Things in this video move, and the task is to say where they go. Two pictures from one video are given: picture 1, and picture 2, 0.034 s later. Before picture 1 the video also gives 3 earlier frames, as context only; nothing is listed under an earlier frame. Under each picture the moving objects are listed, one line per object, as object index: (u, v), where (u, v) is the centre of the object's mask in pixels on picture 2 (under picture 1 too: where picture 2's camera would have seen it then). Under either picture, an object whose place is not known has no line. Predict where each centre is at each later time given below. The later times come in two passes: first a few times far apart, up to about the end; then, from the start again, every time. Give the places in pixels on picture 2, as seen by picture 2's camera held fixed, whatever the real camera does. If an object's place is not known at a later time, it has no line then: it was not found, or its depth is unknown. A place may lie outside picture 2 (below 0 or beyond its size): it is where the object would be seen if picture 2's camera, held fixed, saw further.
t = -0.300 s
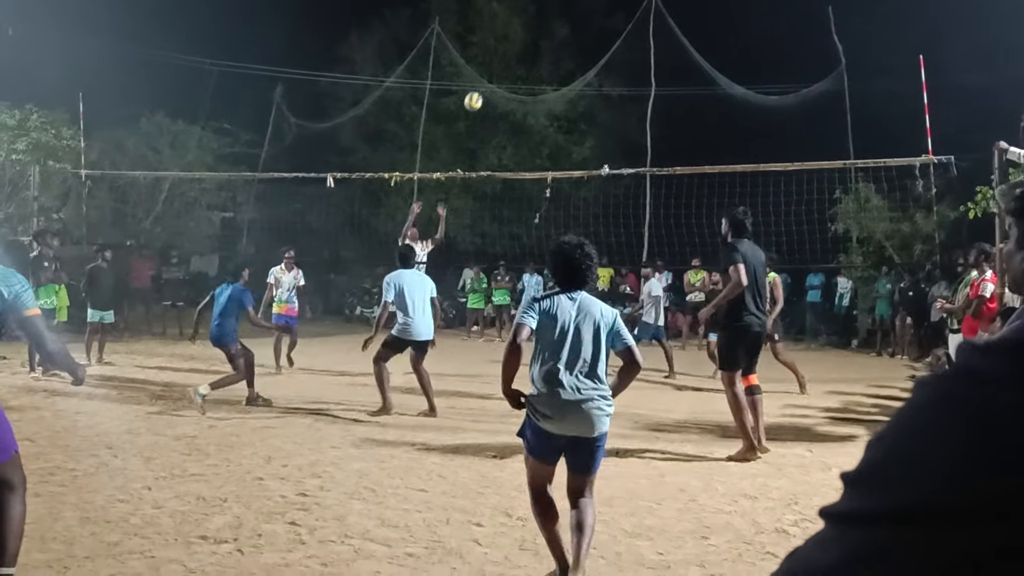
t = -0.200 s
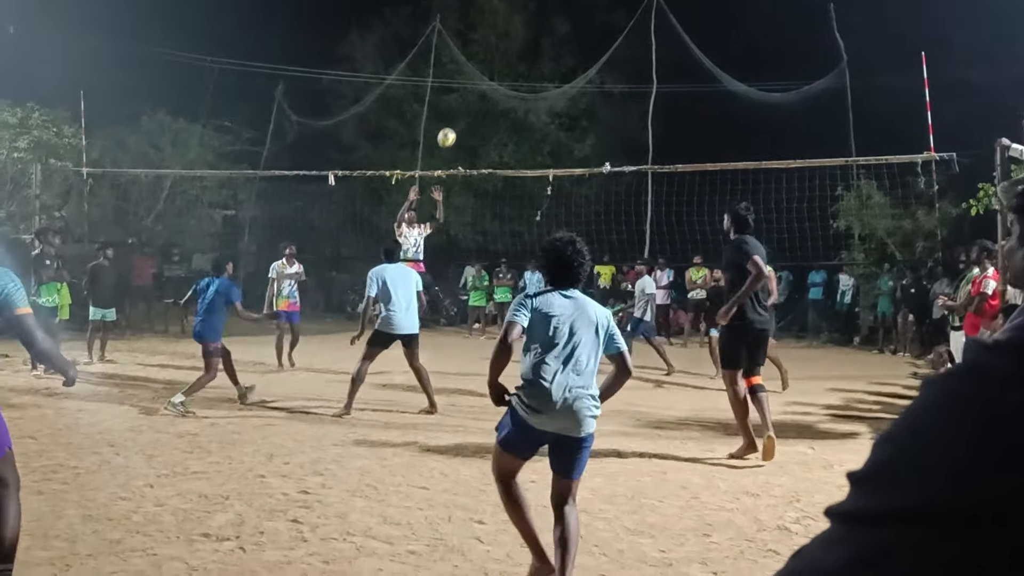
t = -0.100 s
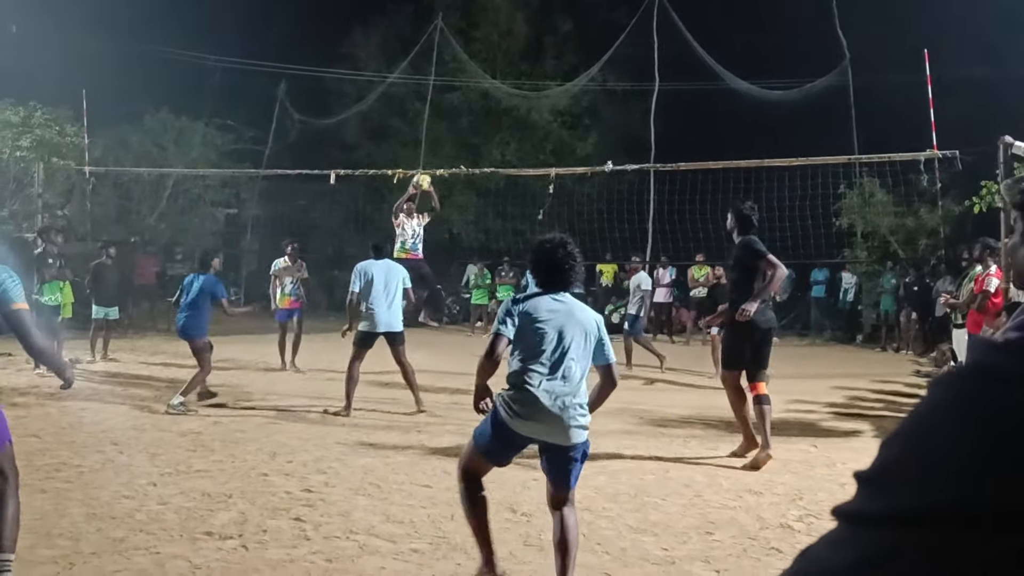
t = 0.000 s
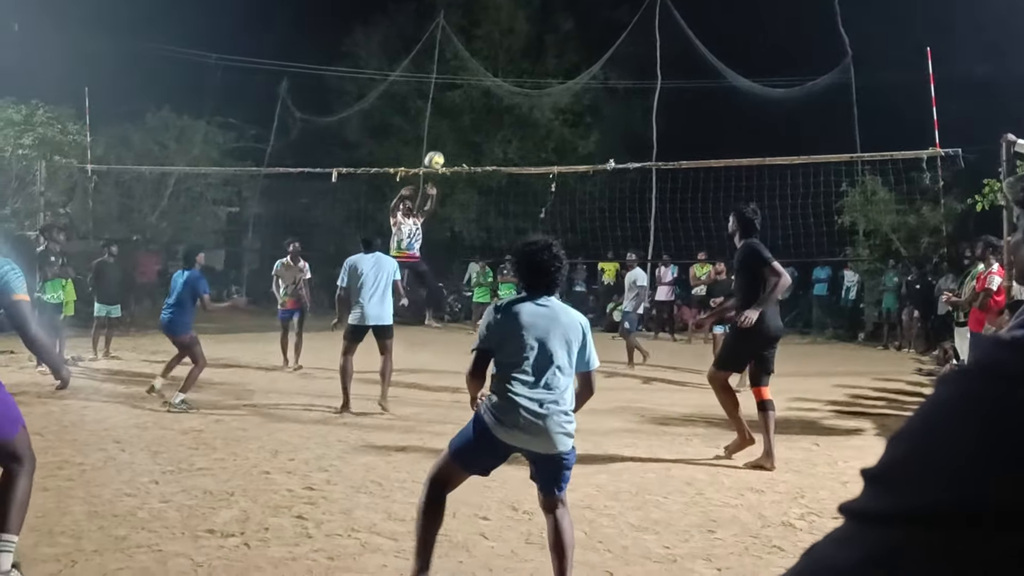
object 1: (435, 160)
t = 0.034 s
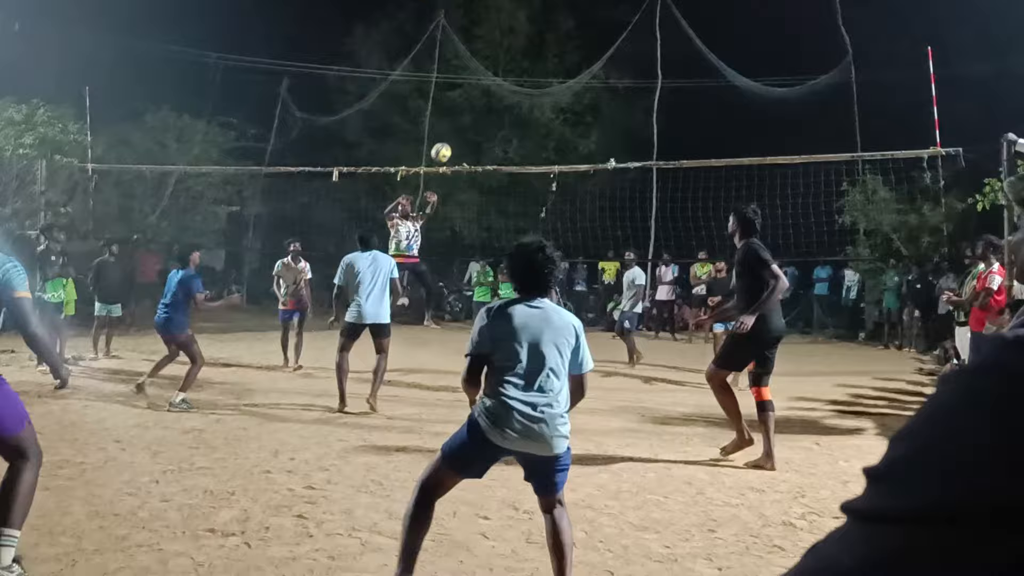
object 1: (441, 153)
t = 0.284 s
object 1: (494, 127)
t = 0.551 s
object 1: (578, 188)
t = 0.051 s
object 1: (444, 149)
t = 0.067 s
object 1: (447, 146)
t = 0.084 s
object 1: (450, 143)
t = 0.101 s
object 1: (453, 140)
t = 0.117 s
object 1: (457, 138)
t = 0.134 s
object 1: (460, 135)
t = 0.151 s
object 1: (463, 134)
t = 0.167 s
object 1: (467, 132)
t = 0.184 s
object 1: (471, 130)
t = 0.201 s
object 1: (475, 129)
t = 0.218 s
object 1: (479, 128)
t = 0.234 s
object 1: (482, 128)
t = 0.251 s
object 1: (486, 127)
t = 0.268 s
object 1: (491, 127)
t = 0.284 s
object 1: (494, 127)
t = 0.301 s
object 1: (499, 128)
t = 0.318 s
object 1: (503, 129)
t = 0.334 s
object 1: (507, 130)
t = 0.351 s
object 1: (512, 132)
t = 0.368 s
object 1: (517, 134)
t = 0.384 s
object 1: (522, 137)
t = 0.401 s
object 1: (527, 139)
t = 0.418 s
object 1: (532, 143)
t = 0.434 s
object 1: (537, 147)
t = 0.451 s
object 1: (543, 151)
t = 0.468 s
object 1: (548, 155)
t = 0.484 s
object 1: (554, 161)
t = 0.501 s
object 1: (559, 167)
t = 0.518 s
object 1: (565, 174)
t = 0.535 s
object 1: (571, 180)
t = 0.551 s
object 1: (578, 188)
